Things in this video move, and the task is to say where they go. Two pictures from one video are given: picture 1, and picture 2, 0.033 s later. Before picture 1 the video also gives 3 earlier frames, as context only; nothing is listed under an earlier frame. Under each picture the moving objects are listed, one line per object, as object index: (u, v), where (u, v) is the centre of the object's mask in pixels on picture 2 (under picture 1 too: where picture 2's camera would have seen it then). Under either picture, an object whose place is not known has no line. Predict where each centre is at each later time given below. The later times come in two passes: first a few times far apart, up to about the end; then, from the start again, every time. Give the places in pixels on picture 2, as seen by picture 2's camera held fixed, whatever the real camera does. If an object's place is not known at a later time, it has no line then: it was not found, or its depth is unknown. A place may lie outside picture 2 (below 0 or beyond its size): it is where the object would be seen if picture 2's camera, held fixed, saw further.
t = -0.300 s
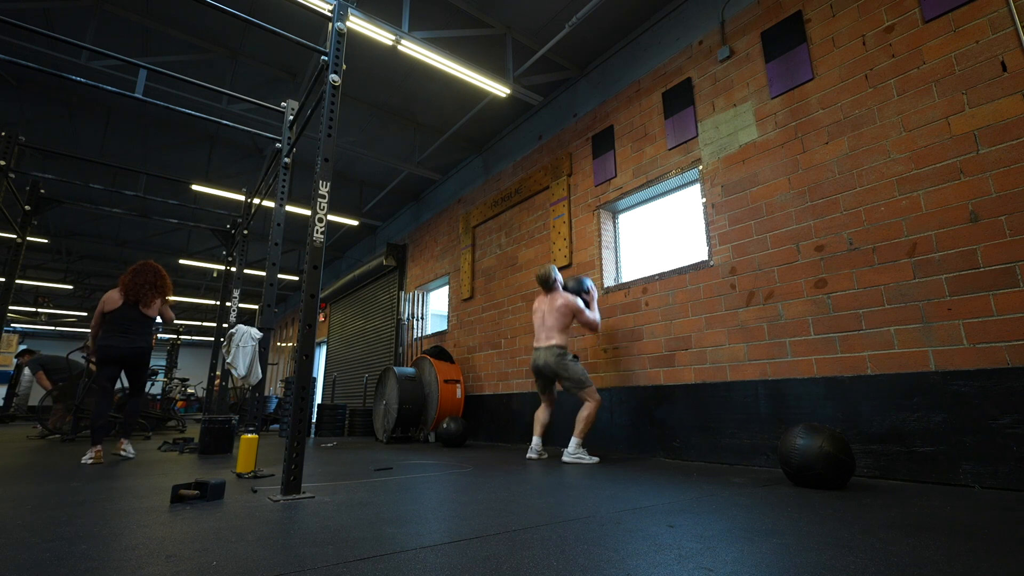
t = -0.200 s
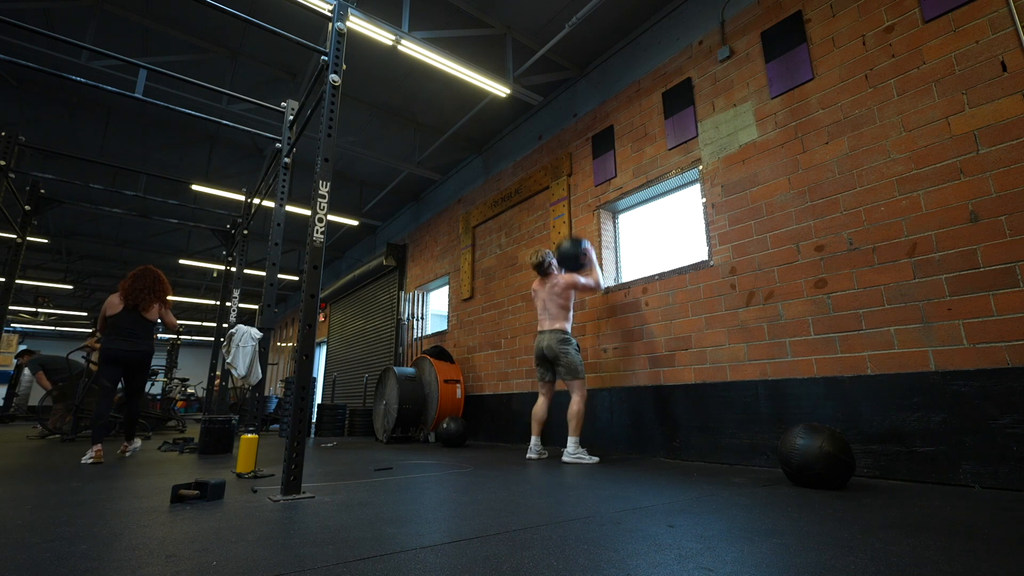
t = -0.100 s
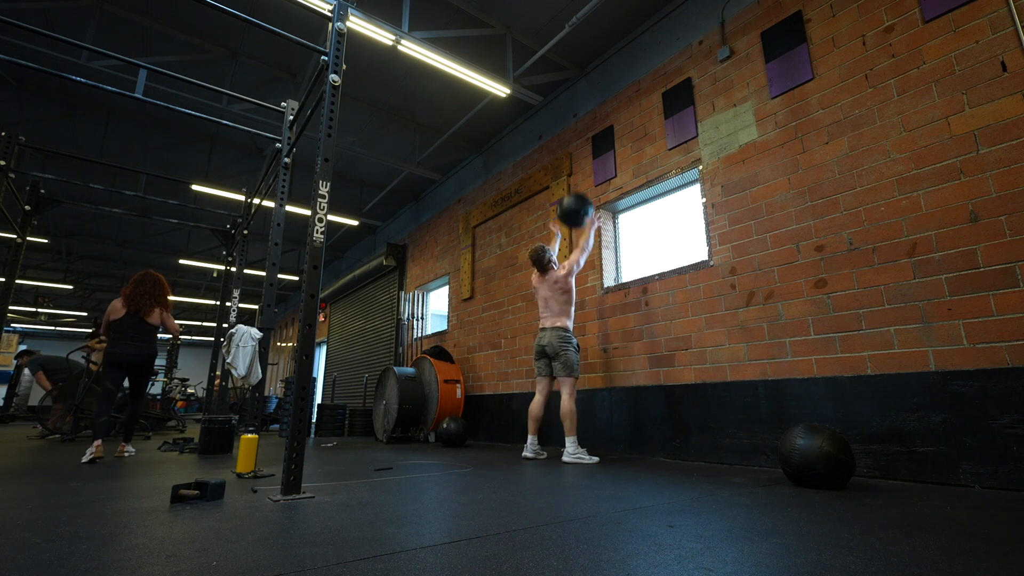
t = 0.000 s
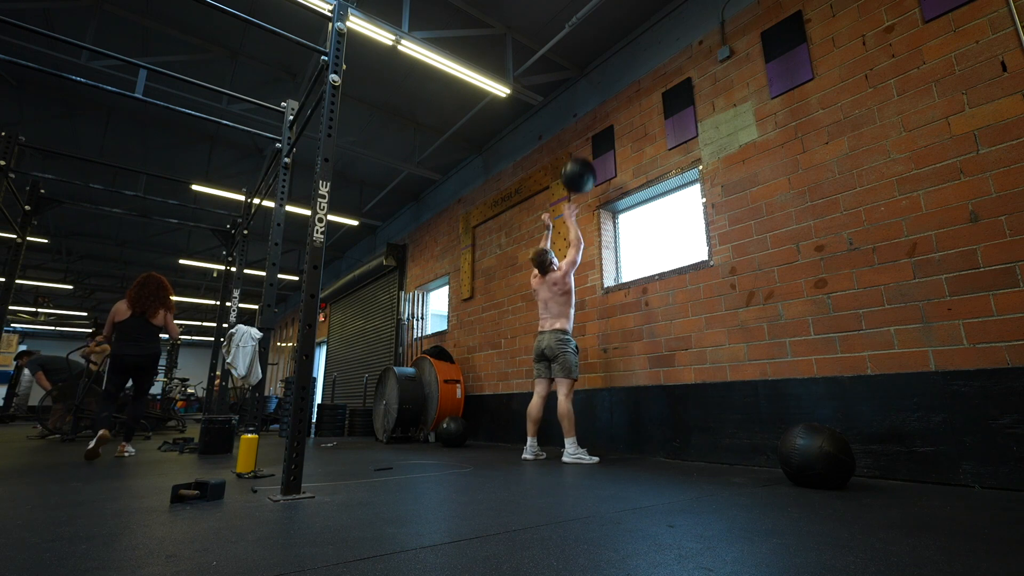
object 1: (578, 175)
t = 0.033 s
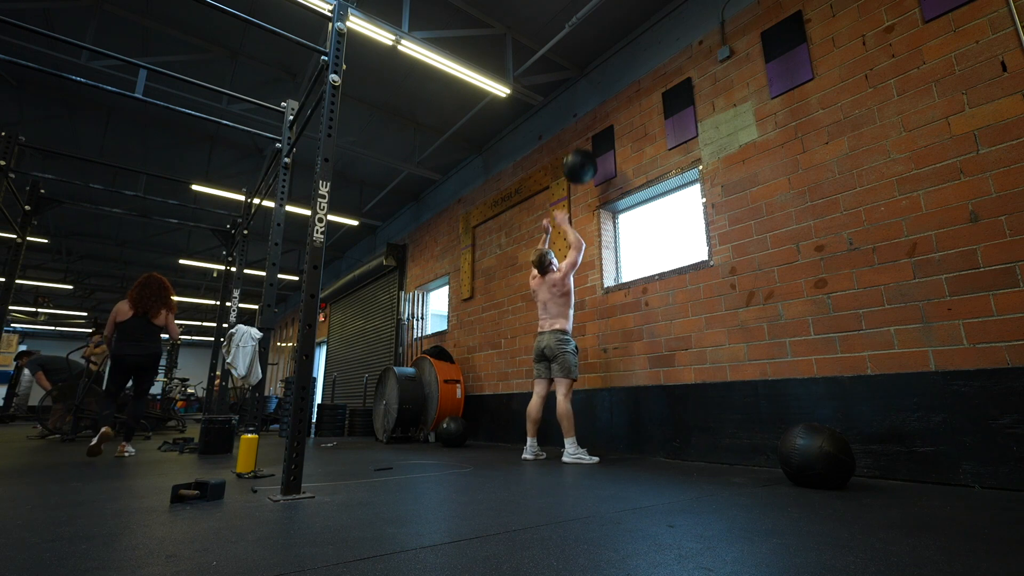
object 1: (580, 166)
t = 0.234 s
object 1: (587, 133)
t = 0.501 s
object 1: (590, 134)
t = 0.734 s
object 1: (587, 178)
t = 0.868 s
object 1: (586, 227)
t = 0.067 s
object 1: (580, 158)
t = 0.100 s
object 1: (581, 151)
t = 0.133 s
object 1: (582, 145)
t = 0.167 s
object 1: (584, 140)
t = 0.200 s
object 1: (585, 136)
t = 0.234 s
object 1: (587, 133)
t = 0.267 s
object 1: (588, 131)
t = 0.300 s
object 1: (589, 129)
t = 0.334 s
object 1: (591, 129)
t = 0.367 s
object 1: (591, 130)
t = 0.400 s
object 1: (591, 130)
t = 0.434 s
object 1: (591, 130)
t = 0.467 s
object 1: (590, 132)
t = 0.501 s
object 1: (590, 134)
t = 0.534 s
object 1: (589, 137)
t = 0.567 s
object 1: (588, 142)
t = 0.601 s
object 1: (588, 147)
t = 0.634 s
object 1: (586, 154)
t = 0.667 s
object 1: (587, 161)
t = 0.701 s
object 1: (587, 169)
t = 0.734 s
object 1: (587, 178)
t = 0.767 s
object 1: (587, 188)
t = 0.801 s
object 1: (587, 200)
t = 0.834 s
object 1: (586, 213)
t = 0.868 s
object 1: (586, 227)
